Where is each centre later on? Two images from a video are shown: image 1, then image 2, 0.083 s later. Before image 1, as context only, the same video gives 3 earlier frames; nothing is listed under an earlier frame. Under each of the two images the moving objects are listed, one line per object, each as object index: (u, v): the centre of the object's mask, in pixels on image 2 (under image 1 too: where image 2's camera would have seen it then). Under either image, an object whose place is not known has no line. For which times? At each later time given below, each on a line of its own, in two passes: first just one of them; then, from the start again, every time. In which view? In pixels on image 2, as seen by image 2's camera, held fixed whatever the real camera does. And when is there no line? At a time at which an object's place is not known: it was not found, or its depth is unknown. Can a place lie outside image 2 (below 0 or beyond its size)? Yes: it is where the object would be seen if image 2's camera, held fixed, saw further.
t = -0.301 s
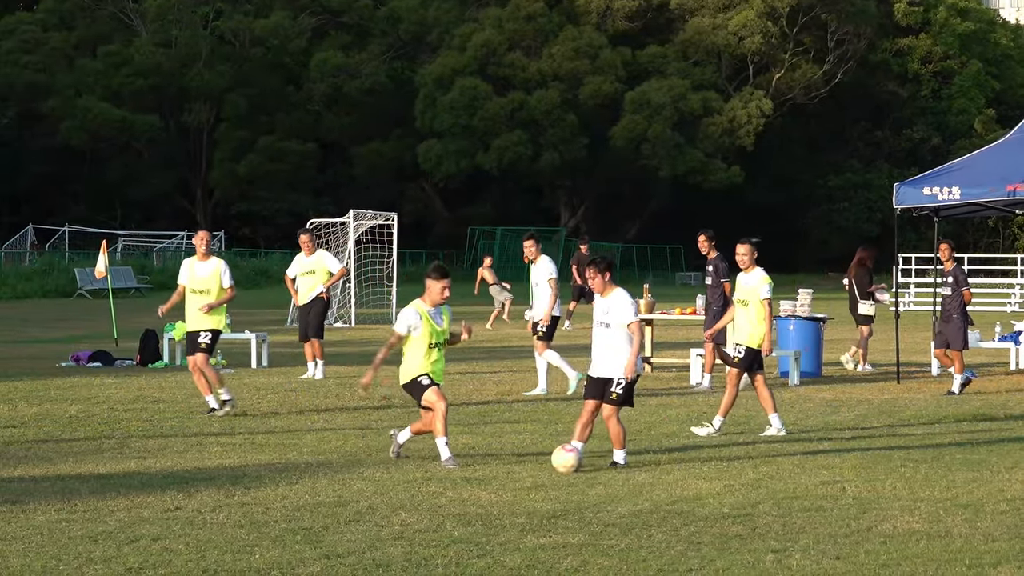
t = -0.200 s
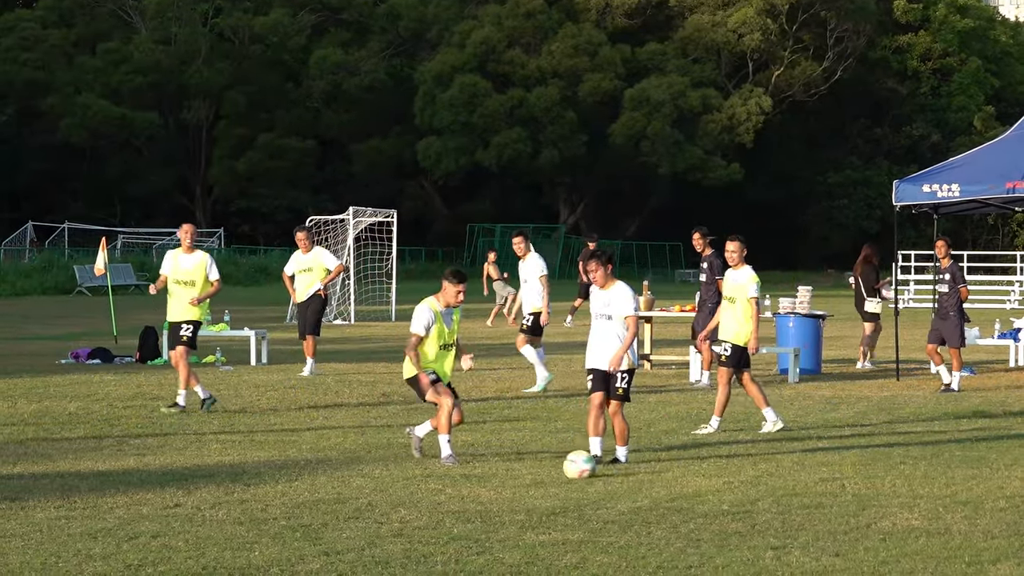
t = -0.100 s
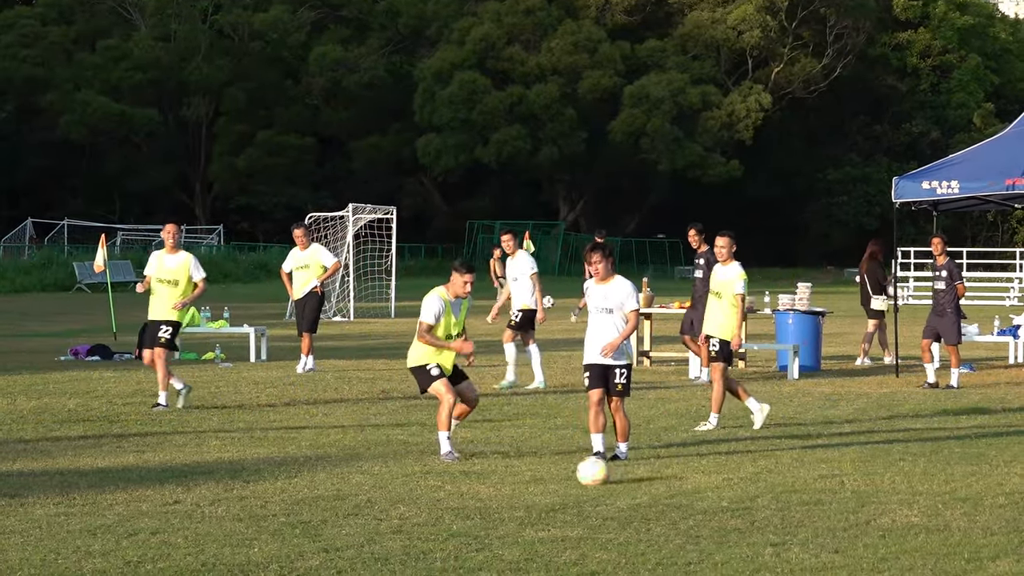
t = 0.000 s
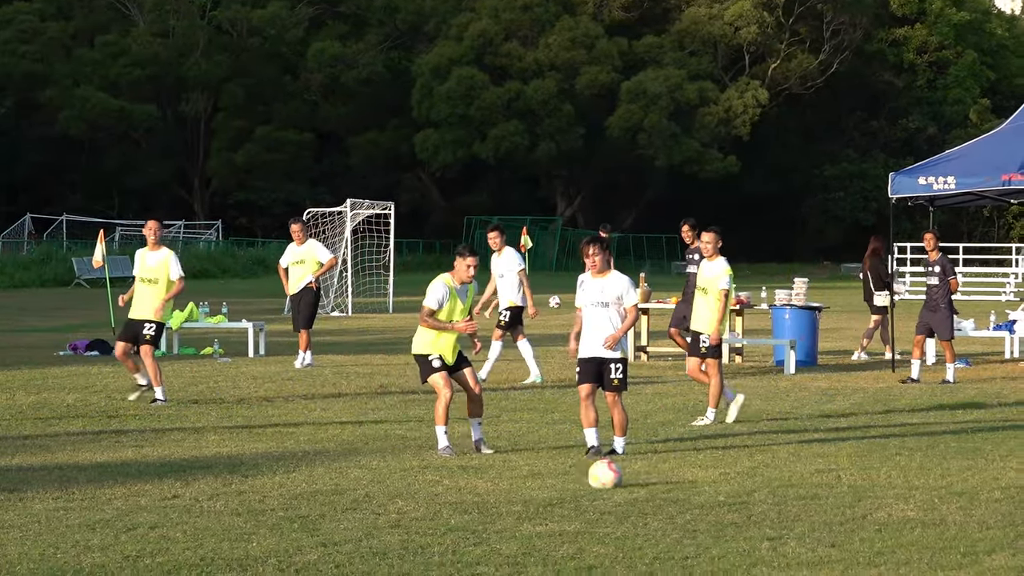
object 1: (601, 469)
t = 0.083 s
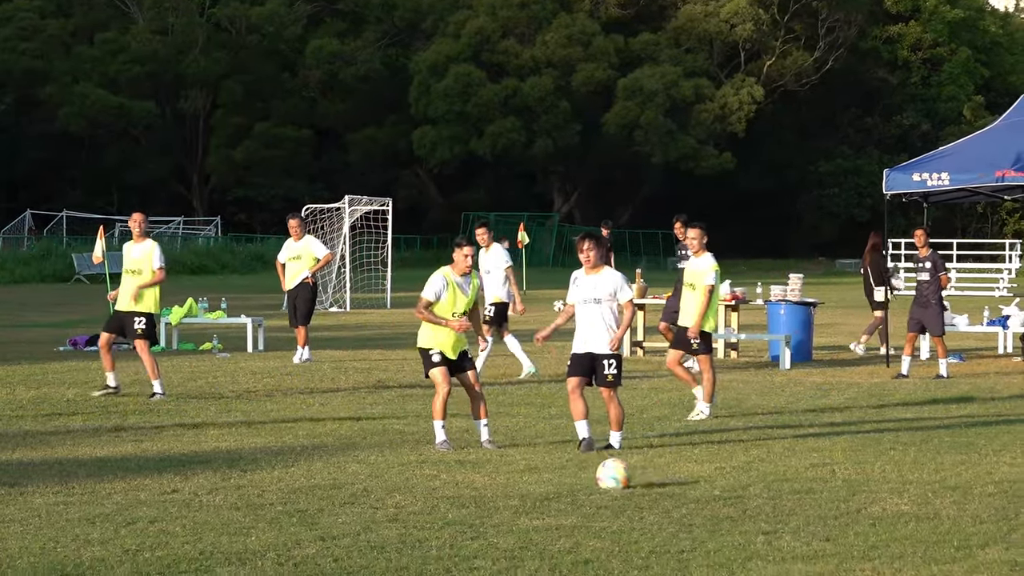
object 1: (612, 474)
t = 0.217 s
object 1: (634, 488)
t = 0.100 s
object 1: (615, 475)
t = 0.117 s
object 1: (618, 476)
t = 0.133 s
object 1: (620, 478)
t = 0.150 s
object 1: (622, 480)
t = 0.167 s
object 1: (626, 481)
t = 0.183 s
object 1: (629, 484)
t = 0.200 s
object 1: (631, 486)
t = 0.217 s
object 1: (634, 488)
